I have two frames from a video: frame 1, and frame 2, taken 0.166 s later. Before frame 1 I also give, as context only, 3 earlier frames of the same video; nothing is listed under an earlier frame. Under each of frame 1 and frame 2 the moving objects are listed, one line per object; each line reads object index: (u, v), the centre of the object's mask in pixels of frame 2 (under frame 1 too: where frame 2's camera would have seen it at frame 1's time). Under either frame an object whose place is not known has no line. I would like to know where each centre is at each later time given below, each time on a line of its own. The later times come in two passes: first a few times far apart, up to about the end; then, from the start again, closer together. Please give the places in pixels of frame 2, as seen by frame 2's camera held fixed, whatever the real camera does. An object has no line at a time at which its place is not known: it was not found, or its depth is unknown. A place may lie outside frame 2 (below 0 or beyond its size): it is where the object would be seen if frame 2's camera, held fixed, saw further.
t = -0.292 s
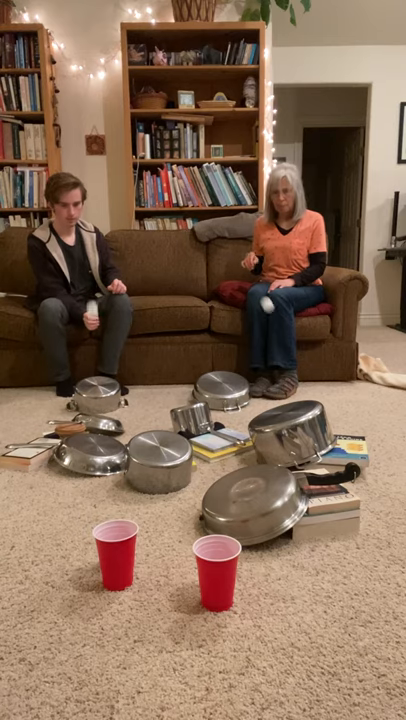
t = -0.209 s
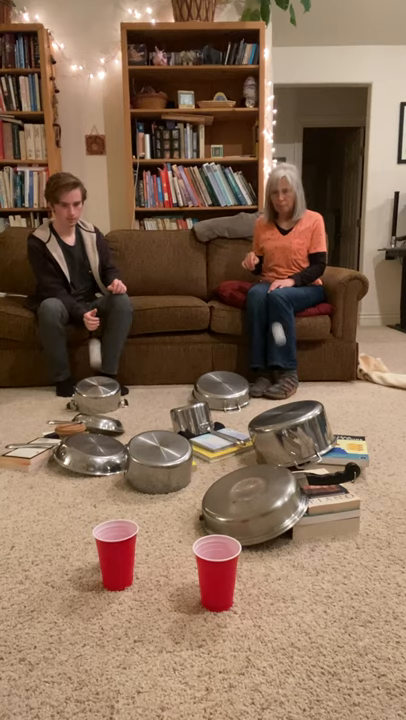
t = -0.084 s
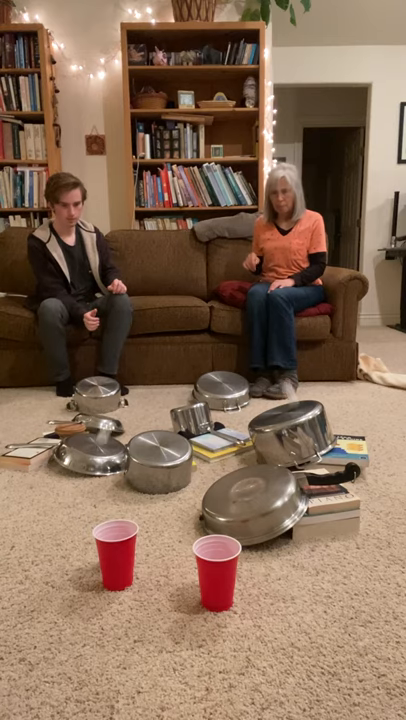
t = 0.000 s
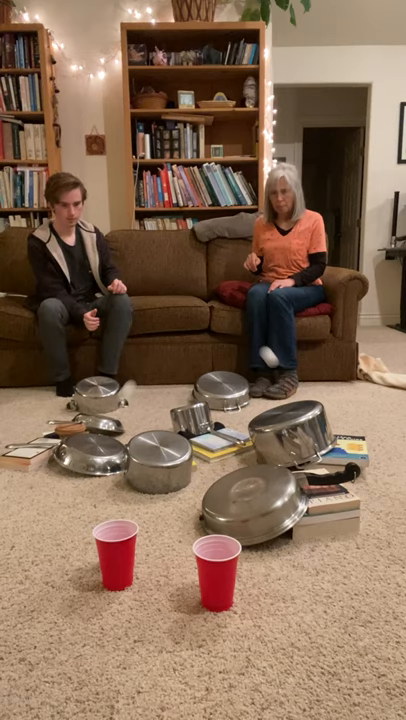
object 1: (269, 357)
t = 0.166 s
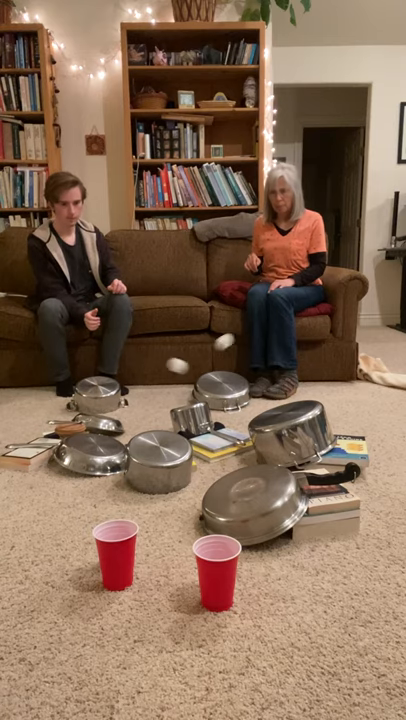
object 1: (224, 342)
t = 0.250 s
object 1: (203, 375)
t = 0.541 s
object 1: (145, 406)
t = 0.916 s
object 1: (190, 560)
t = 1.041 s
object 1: (167, 563)
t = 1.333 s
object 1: (142, 579)
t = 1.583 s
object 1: (137, 581)
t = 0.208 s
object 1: (212, 352)
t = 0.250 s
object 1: (203, 375)
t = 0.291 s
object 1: (190, 386)
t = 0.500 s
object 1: (151, 410)
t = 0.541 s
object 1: (145, 406)
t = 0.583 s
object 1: (140, 408)
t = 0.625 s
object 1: (134, 420)
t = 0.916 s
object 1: (190, 560)
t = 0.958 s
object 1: (184, 553)
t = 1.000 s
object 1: (176, 555)
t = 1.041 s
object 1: (167, 563)
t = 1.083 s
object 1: (161, 569)
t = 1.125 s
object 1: (159, 569)
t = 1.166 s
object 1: (156, 573)
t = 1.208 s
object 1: (152, 576)
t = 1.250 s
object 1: (149, 578)
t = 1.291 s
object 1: (144, 579)
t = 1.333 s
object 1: (142, 579)
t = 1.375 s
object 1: (139, 580)
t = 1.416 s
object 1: (138, 580)
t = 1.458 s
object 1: (137, 581)
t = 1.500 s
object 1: (137, 581)
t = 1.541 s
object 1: (136, 582)
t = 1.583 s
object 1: (137, 581)
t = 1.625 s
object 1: (137, 581)
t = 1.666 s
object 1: (137, 581)
